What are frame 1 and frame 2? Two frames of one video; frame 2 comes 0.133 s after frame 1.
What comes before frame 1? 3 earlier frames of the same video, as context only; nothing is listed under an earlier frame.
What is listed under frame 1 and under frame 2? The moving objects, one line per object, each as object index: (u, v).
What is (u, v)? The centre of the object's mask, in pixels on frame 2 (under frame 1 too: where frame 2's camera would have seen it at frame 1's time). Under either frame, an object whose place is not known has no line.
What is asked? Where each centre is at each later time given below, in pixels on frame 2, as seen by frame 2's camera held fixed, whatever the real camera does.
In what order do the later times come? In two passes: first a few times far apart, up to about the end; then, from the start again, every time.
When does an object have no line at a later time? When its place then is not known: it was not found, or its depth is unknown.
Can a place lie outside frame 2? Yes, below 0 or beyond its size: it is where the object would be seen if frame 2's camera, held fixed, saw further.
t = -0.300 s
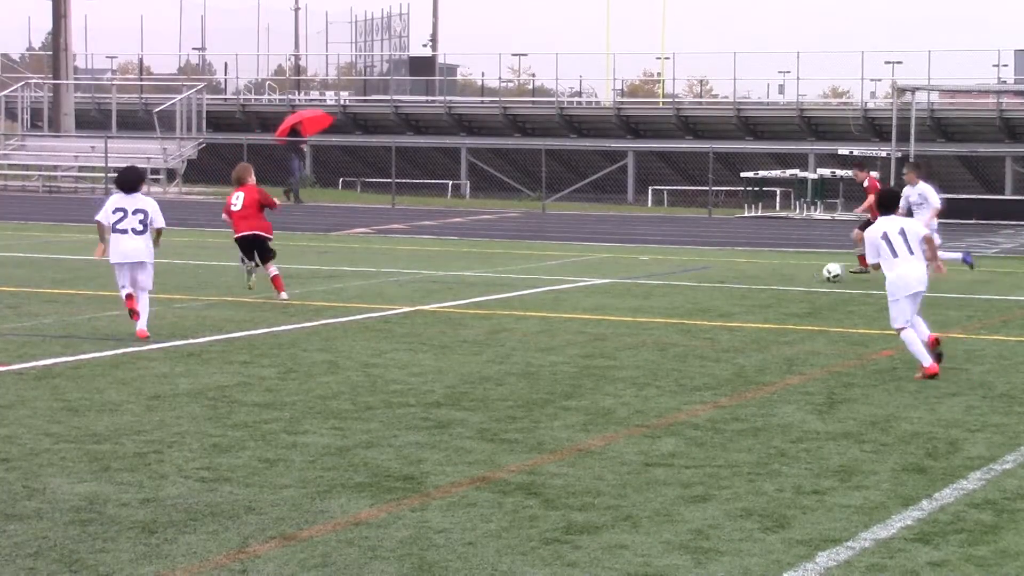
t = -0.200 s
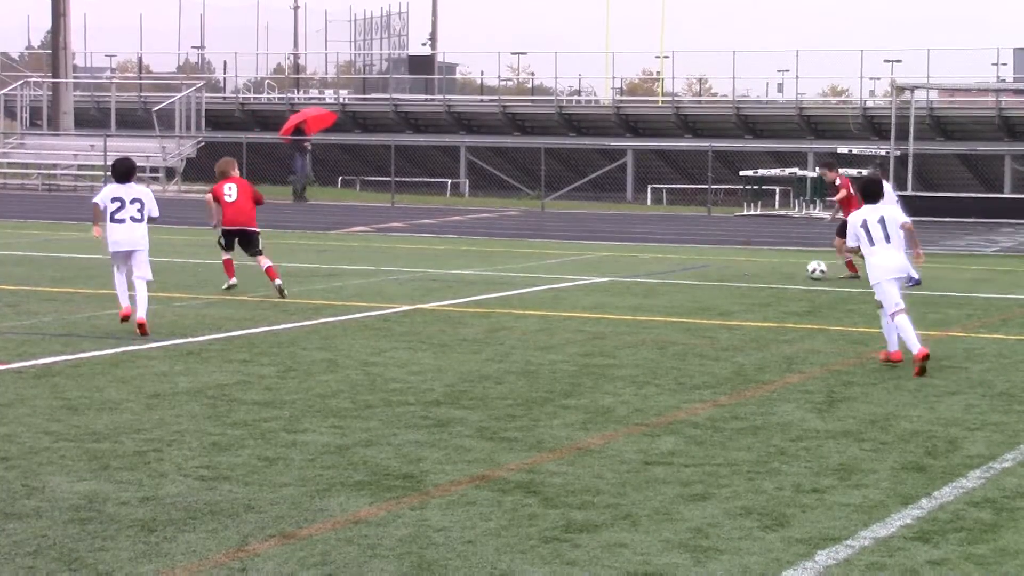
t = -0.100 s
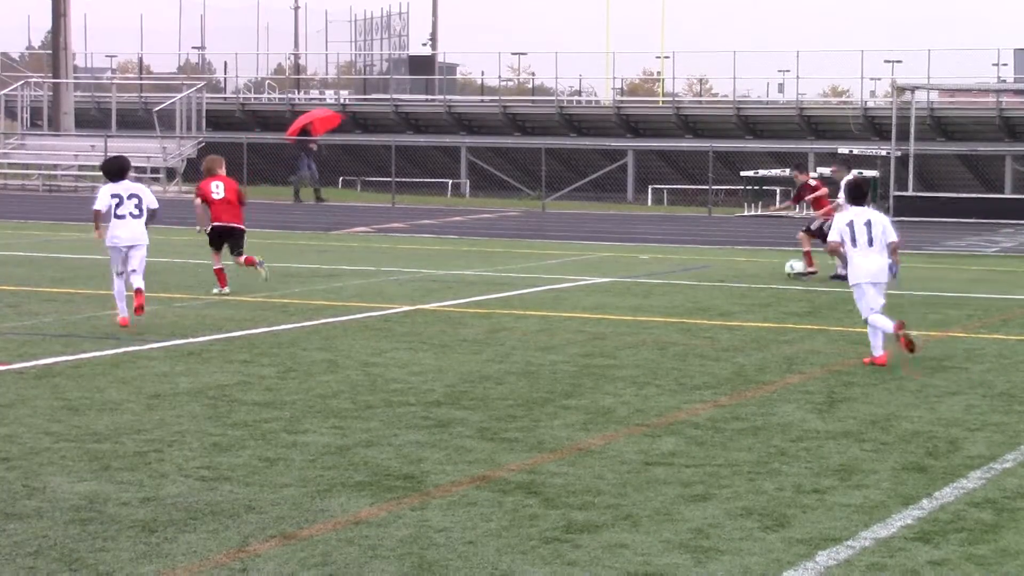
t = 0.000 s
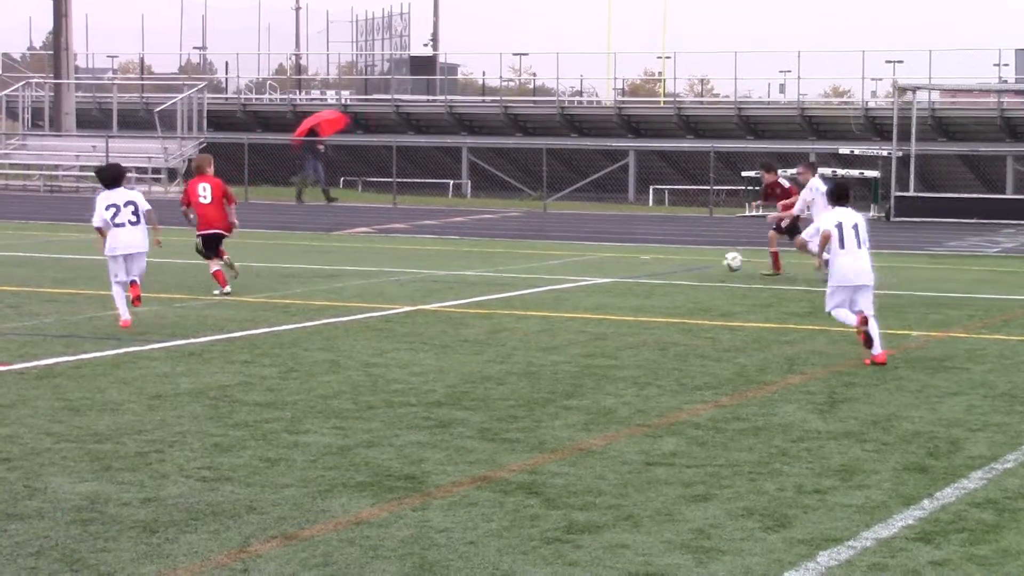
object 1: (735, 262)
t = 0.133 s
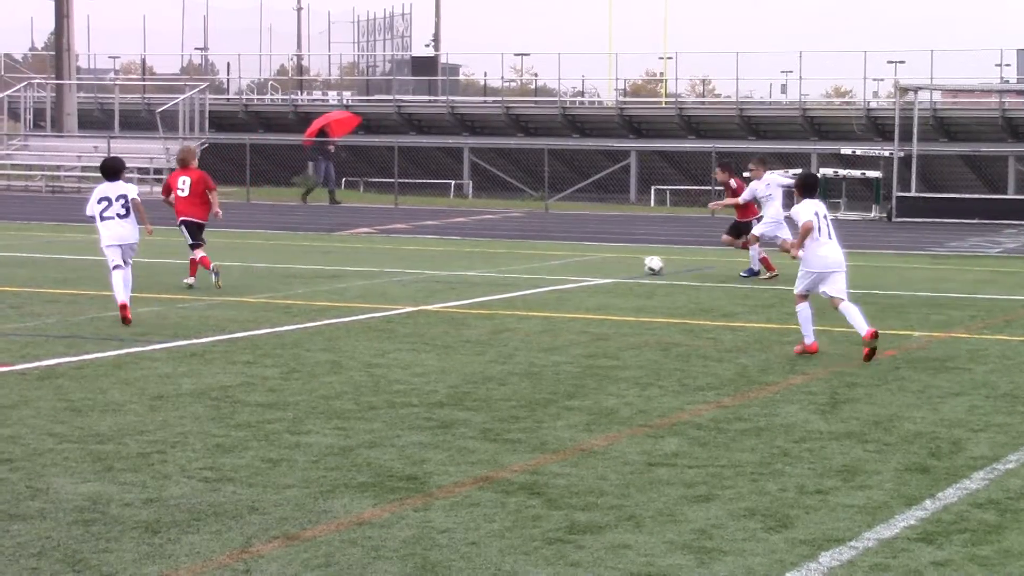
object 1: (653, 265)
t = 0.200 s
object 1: (618, 259)
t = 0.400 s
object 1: (520, 259)
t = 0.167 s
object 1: (636, 261)
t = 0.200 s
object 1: (618, 259)
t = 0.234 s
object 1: (601, 258)
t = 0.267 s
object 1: (583, 257)
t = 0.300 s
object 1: (567, 258)
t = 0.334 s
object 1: (551, 260)
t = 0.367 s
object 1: (534, 262)
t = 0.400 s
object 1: (520, 259)
